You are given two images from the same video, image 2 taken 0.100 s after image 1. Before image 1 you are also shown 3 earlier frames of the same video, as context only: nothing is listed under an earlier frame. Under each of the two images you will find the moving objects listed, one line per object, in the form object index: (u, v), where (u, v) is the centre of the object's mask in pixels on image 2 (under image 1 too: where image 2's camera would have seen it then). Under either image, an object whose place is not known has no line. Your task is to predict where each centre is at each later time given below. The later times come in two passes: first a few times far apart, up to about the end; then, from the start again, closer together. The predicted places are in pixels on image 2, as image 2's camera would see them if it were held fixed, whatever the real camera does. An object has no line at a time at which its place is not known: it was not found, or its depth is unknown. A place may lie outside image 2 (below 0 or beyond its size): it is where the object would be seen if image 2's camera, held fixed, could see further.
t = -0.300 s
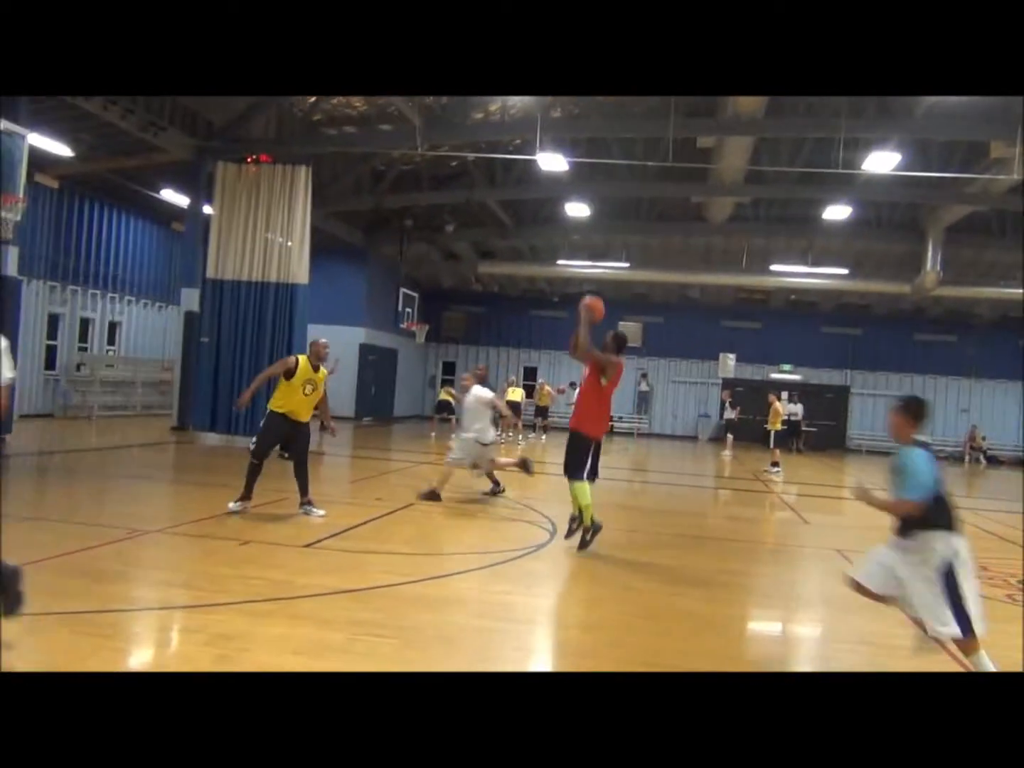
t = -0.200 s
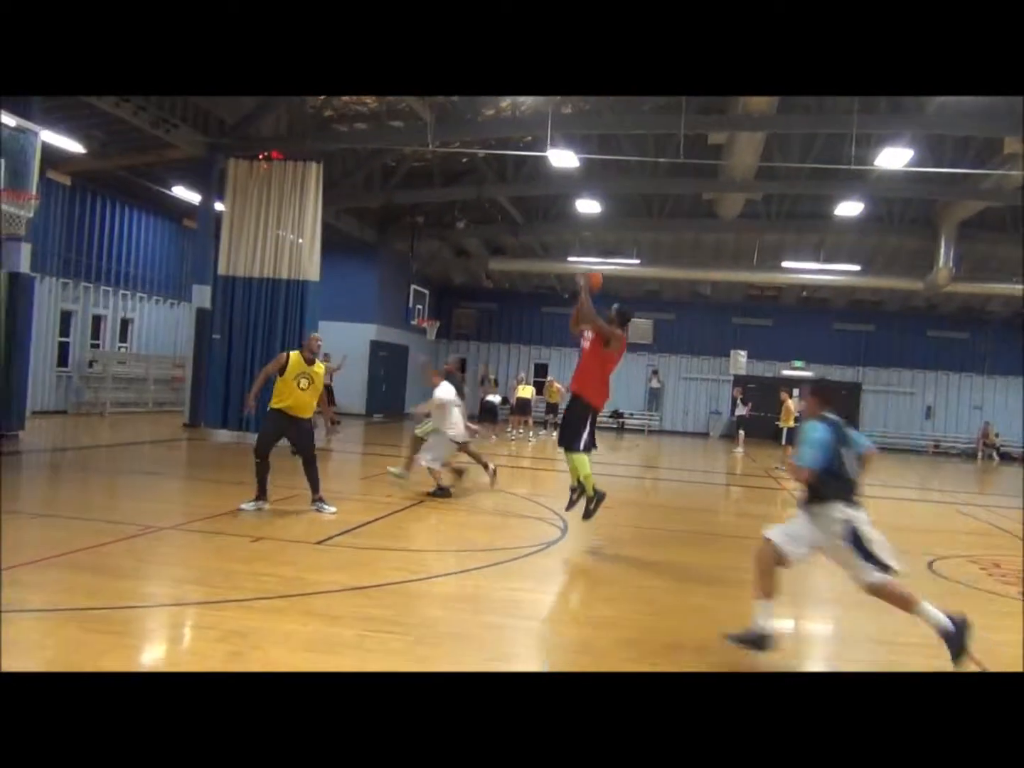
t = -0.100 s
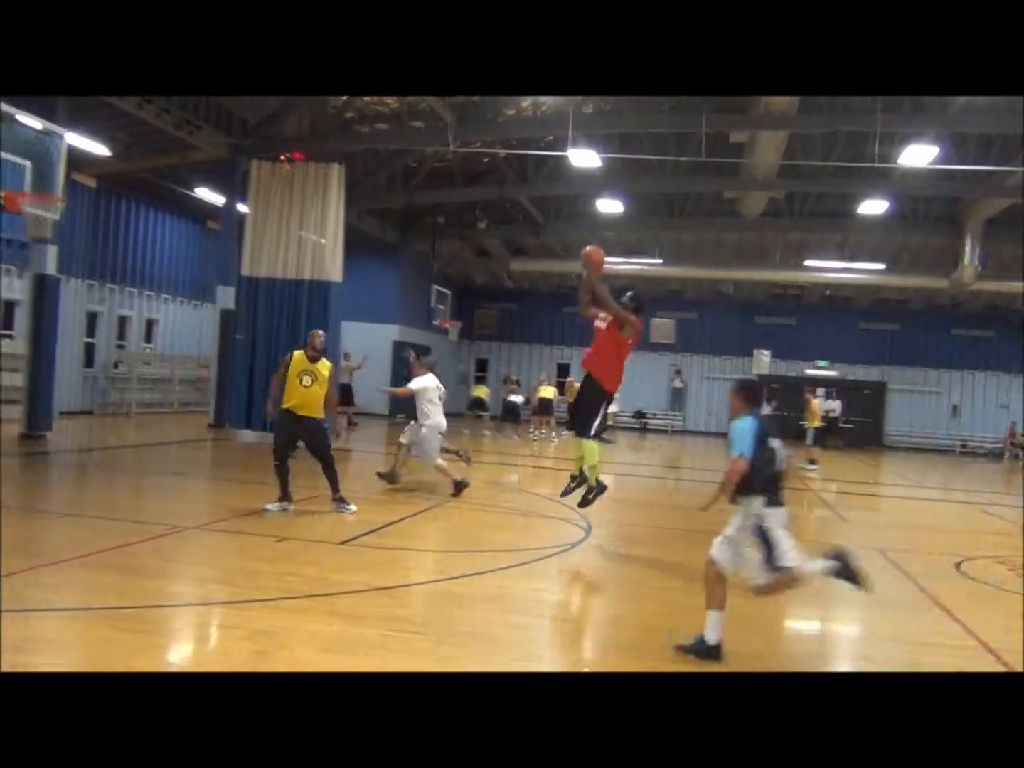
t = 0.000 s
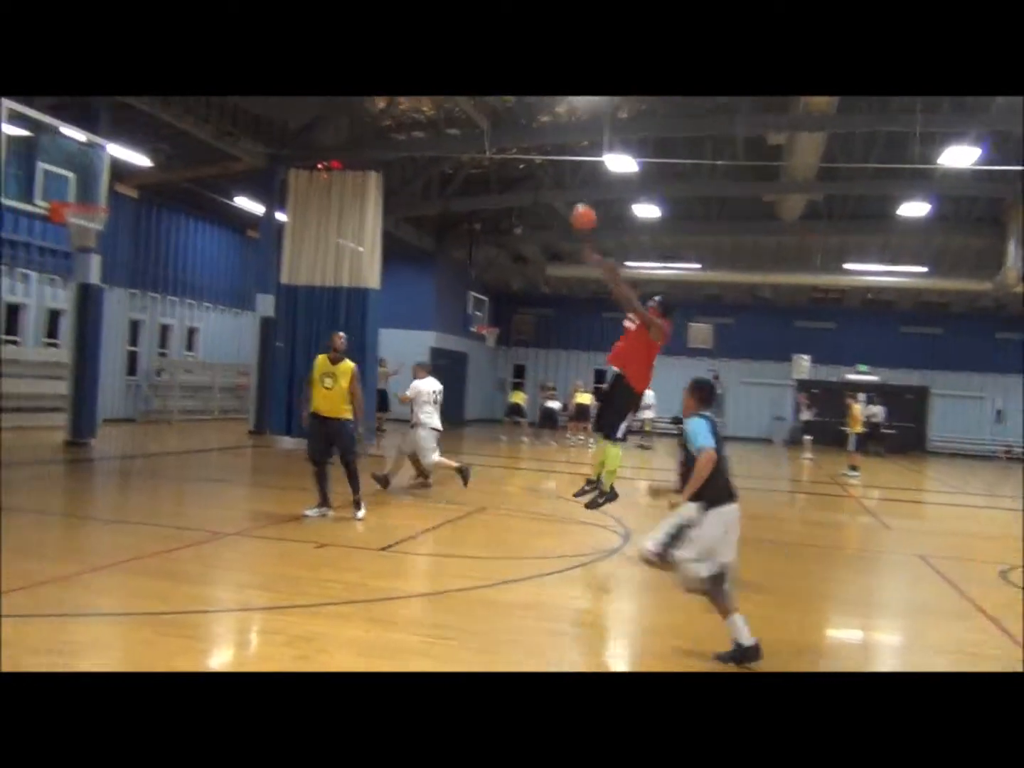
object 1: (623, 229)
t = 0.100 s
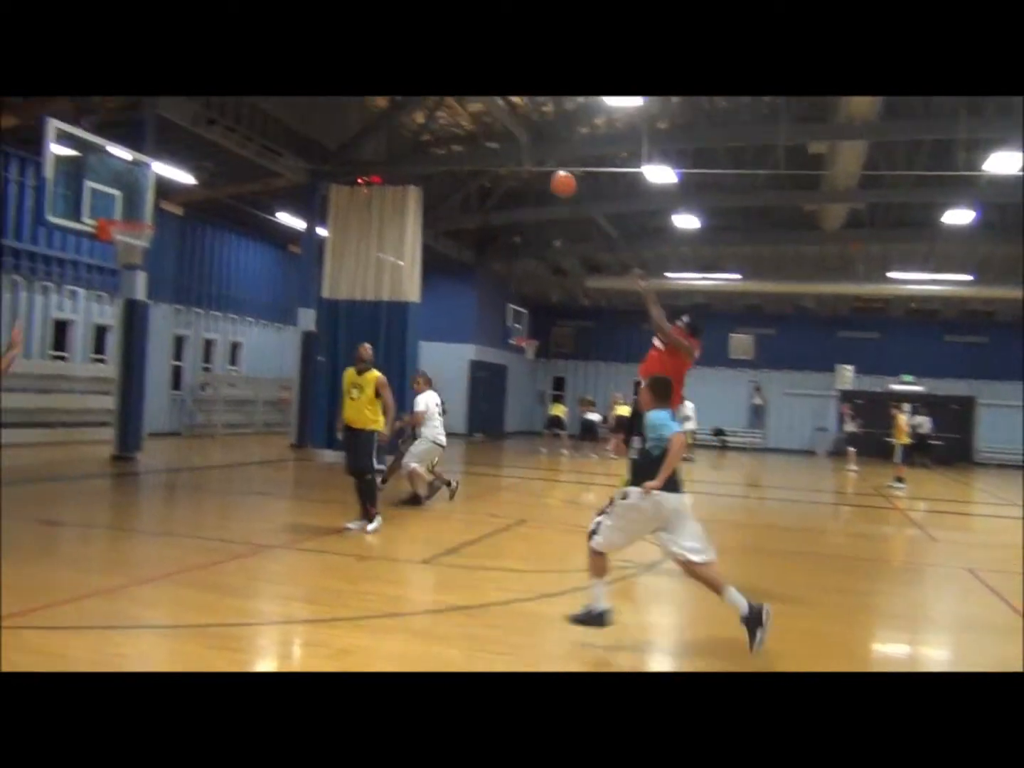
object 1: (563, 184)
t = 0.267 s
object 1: (468, 133)
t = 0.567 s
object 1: (316, 118)
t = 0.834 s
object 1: (196, 172)
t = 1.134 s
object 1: (136, 235)
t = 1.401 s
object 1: (137, 252)
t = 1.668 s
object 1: (117, 288)
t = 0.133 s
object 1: (544, 171)
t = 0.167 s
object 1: (525, 161)
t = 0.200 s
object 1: (505, 151)
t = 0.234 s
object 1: (487, 141)
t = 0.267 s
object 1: (468, 133)
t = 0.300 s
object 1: (451, 127)
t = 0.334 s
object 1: (434, 123)
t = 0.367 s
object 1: (417, 121)
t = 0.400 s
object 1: (399, 117)
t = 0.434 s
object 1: (382, 114)
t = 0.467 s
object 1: (365, 113)
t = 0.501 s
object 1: (350, 115)
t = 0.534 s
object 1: (333, 116)
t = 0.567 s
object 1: (316, 118)
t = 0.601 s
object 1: (300, 122)
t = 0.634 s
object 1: (284, 126)
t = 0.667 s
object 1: (267, 132)
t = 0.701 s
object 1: (253, 139)
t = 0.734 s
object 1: (239, 145)
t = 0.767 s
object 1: (224, 154)
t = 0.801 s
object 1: (209, 162)
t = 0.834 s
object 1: (196, 172)
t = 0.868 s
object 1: (178, 187)
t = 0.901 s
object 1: (165, 194)
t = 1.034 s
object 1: (127, 239)
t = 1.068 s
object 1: (128, 237)
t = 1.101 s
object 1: (133, 235)
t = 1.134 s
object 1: (136, 235)
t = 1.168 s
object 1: (136, 236)
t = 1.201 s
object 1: (137, 237)
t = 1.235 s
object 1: (139, 244)
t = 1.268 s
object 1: (139, 245)
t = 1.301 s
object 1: (139, 247)
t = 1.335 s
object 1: (138, 249)
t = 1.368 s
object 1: (136, 251)
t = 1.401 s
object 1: (137, 252)
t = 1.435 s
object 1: (136, 254)
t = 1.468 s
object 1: (133, 256)
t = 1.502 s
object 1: (130, 259)
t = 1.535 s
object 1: (129, 264)
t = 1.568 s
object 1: (126, 270)
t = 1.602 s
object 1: (123, 275)
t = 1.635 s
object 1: (121, 280)
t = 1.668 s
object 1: (117, 288)
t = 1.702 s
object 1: (114, 296)
